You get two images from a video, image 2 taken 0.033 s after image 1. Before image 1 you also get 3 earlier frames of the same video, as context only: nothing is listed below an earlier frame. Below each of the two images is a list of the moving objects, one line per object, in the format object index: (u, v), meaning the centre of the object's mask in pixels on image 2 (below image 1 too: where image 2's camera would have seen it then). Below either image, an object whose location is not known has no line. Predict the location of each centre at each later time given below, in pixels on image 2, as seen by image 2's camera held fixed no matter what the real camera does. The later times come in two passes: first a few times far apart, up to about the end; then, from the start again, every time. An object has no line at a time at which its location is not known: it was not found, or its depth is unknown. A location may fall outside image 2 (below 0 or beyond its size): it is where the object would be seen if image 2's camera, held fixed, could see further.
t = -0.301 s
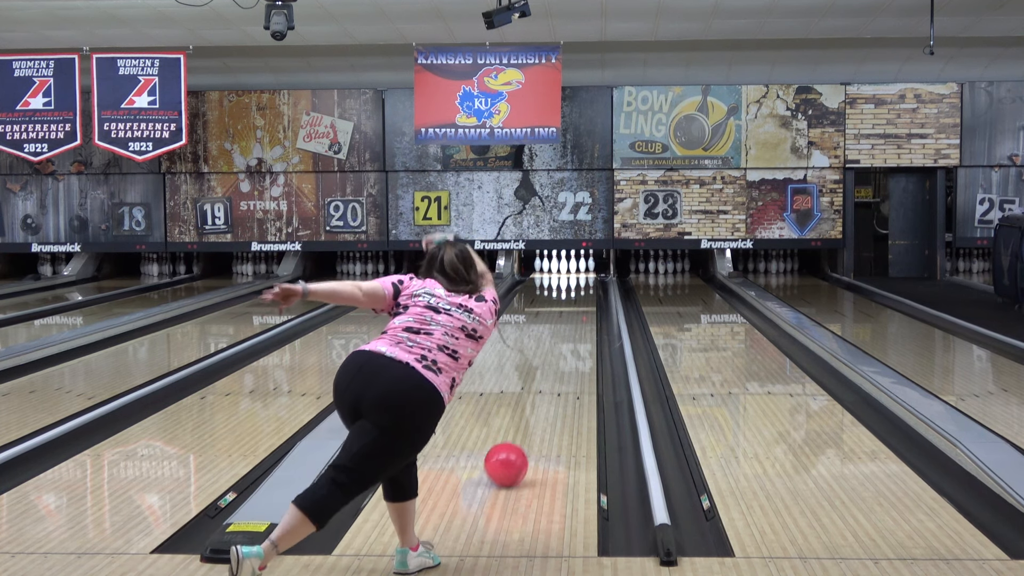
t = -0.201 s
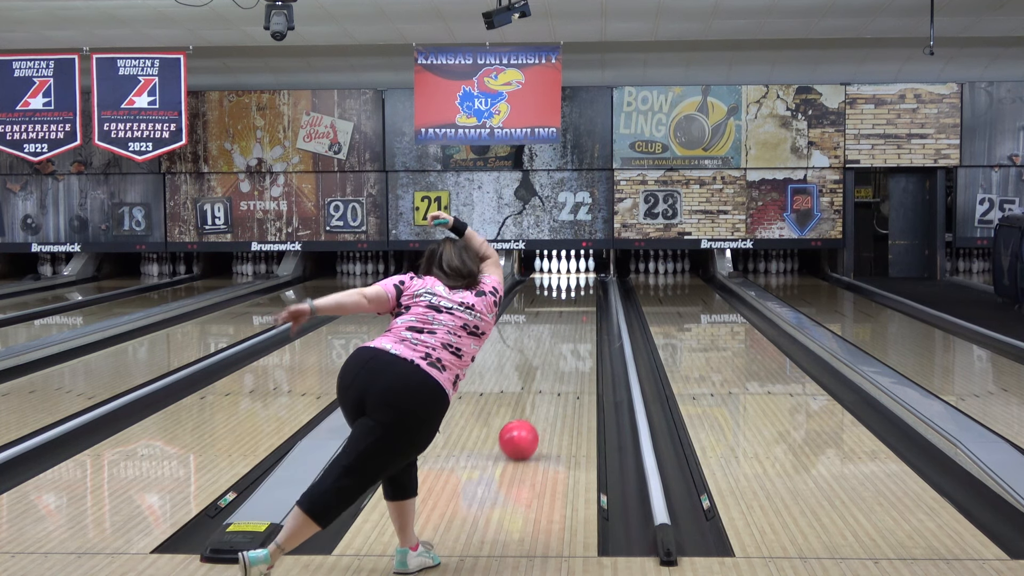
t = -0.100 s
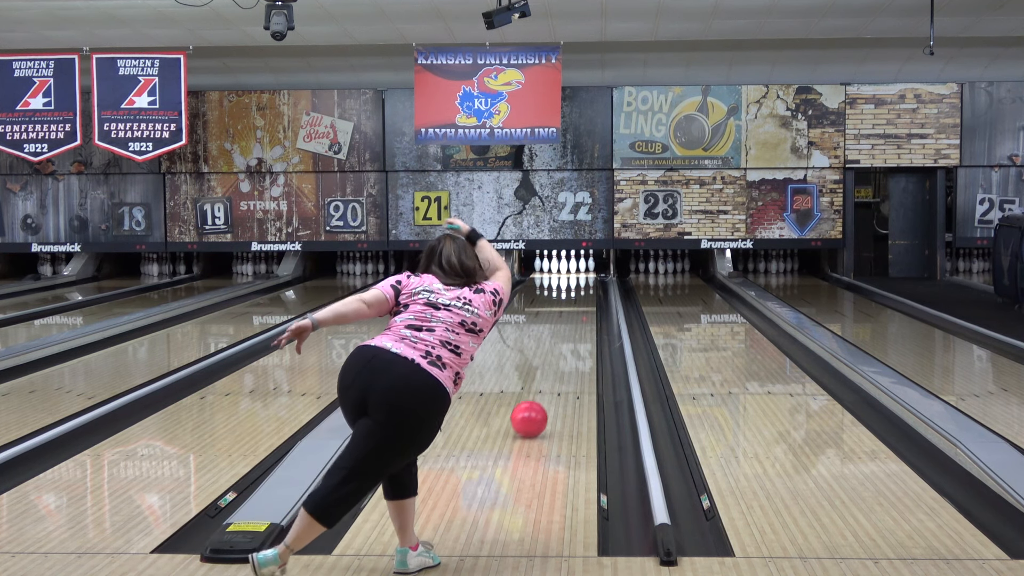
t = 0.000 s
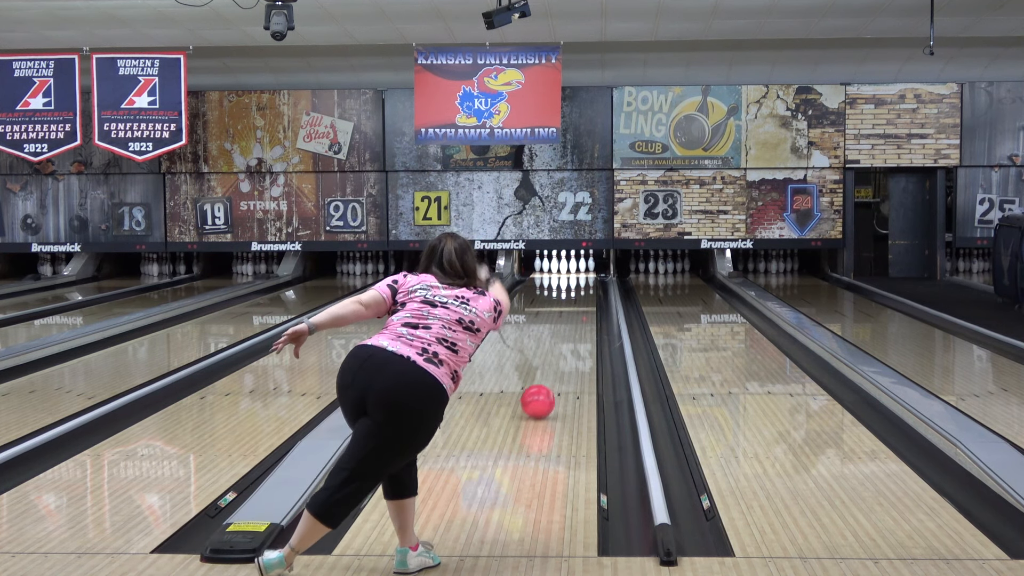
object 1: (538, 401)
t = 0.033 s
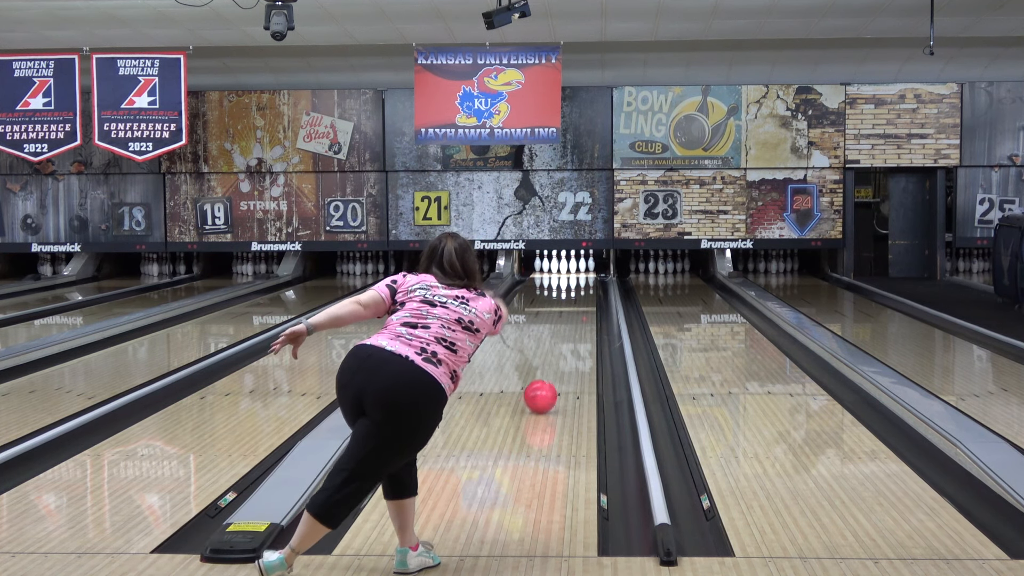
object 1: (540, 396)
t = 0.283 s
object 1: (556, 364)
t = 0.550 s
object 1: (568, 339)
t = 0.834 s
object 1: (576, 320)
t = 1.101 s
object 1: (582, 306)
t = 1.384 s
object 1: (584, 294)
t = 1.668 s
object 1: (585, 285)
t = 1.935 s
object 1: (581, 278)
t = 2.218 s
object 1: (573, 272)
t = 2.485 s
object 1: (568, 267)
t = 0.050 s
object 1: (542, 394)
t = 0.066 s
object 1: (543, 391)
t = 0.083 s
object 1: (544, 389)
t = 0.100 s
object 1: (545, 387)
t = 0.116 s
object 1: (546, 384)
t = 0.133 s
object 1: (547, 382)
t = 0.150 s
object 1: (549, 380)
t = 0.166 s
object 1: (549, 378)
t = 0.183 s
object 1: (550, 376)
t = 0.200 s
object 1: (551, 374)
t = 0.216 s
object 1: (552, 372)
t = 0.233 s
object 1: (553, 370)
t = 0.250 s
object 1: (554, 368)
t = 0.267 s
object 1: (555, 366)
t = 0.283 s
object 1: (556, 364)
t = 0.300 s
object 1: (557, 363)
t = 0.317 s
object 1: (558, 361)
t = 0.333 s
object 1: (559, 359)
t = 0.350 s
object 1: (559, 357)
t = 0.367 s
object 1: (560, 356)
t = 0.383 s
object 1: (561, 354)
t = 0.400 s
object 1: (562, 352)
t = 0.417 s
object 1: (563, 351)
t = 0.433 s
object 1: (563, 349)
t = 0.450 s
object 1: (564, 348)
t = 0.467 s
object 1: (564, 346)
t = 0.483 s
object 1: (565, 345)
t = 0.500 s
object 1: (566, 344)
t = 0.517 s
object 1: (567, 342)
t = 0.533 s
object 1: (567, 341)
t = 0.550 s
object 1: (568, 339)
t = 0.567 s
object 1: (568, 338)
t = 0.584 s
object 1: (569, 337)
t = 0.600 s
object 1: (570, 336)
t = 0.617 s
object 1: (570, 334)
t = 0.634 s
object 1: (571, 333)
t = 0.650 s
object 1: (571, 332)
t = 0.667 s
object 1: (572, 331)
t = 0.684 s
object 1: (572, 330)
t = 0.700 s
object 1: (573, 328)
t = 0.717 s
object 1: (573, 327)
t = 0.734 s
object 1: (574, 326)
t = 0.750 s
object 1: (574, 325)
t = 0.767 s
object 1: (574, 324)
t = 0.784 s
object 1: (575, 323)
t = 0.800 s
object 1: (576, 322)
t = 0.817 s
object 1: (576, 321)
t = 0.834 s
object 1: (576, 320)
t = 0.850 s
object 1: (577, 319)
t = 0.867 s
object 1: (577, 318)
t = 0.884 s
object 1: (577, 317)
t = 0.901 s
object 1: (578, 316)
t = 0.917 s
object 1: (578, 315)
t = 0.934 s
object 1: (578, 314)
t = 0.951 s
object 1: (579, 313)
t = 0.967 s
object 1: (579, 313)
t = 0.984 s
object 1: (579, 312)
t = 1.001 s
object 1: (580, 311)
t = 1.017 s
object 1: (580, 310)
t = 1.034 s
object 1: (581, 309)
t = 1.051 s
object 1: (581, 308)
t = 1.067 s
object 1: (581, 307)
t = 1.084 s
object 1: (581, 306)
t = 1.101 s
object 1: (582, 306)
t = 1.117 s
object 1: (582, 305)
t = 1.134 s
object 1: (582, 304)
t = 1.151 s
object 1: (582, 304)
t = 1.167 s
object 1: (583, 303)
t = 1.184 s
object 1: (583, 302)
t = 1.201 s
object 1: (583, 301)
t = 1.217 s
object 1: (583, 301)
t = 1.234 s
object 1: (583, 300)
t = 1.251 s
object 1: (583, 299)
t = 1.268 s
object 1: (584, 299)
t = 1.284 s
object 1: (584, 298)
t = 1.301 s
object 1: (584, 297)
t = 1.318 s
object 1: (584, 297)
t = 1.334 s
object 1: (584, 296)
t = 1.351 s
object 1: (584, 295)
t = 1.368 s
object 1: (584, 295)
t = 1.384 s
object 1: (584, 294)
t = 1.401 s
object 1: (584, 294)
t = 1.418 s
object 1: (584, 293)
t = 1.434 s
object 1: (584, 292)
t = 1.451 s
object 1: (585, 292)
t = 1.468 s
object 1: (585, 292)
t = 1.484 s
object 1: (585, 291)
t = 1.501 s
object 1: (585, 290)
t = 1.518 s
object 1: (585, 290)
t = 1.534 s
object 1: (585, 289)
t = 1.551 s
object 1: (585, 288)
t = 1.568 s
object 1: (585, 288)
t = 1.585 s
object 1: (585, 287)
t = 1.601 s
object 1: (585, 287)
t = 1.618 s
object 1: (585, 286)
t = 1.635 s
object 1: (585, 286)
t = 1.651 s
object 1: (585, 286)
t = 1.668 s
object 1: (585, 285)
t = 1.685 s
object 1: (584, 285)
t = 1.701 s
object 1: (584, 284)
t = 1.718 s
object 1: (584, 284)
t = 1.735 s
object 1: (584, 283)
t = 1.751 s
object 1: (584, 282)
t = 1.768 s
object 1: (584, 282)
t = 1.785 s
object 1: (583, 282)
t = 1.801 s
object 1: (583, 281)
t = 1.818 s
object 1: (583, 281)
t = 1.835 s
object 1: (583, 280)
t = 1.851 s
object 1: (582, 280)
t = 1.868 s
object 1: (582, 280)
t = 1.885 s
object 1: (582, 280)
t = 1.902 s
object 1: (582, 279)
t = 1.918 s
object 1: (581, 279)
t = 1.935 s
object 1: (581, 278)
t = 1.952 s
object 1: (580, 278)
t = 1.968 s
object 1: (580, 278)
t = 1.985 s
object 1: (579, 277)
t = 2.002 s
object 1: (579, 276)
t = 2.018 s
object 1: (578, 276)
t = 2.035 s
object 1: (578, 276)
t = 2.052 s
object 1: (577, 275)
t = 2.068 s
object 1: (577, 275)
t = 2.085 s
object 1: (577, 275)
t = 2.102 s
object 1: (576, 274)
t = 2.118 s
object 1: (576, 274)
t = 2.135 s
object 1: (575, 274)
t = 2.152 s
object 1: (575, 273)
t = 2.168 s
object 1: (574, 273)
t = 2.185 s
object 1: (574, 273)
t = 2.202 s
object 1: (574, 272)
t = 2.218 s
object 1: (573, 272)
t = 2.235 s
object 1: (573, 272)
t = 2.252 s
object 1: (572, 272)
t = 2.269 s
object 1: (572, 271)
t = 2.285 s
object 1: (571, 271)
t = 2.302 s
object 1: (571, 271)
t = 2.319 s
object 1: (571, 270)
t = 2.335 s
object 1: (570, 270)
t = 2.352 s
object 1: (570, 270)
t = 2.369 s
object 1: (569, 269)
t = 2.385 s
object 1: (569, 269)
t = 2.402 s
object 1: (568, 269)
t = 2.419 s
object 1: (568, 268)
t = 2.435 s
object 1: (568, 268)
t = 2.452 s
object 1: (568, 268)
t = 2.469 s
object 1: (568, 268)
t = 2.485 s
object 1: (568, 267)
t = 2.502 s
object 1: (568, 267)
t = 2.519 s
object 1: (568, 267)
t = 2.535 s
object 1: (568, 267)
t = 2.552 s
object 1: (568, 267)
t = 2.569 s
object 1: (568, 267)
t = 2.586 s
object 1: (568, 266)
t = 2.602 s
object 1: (568, 266)
